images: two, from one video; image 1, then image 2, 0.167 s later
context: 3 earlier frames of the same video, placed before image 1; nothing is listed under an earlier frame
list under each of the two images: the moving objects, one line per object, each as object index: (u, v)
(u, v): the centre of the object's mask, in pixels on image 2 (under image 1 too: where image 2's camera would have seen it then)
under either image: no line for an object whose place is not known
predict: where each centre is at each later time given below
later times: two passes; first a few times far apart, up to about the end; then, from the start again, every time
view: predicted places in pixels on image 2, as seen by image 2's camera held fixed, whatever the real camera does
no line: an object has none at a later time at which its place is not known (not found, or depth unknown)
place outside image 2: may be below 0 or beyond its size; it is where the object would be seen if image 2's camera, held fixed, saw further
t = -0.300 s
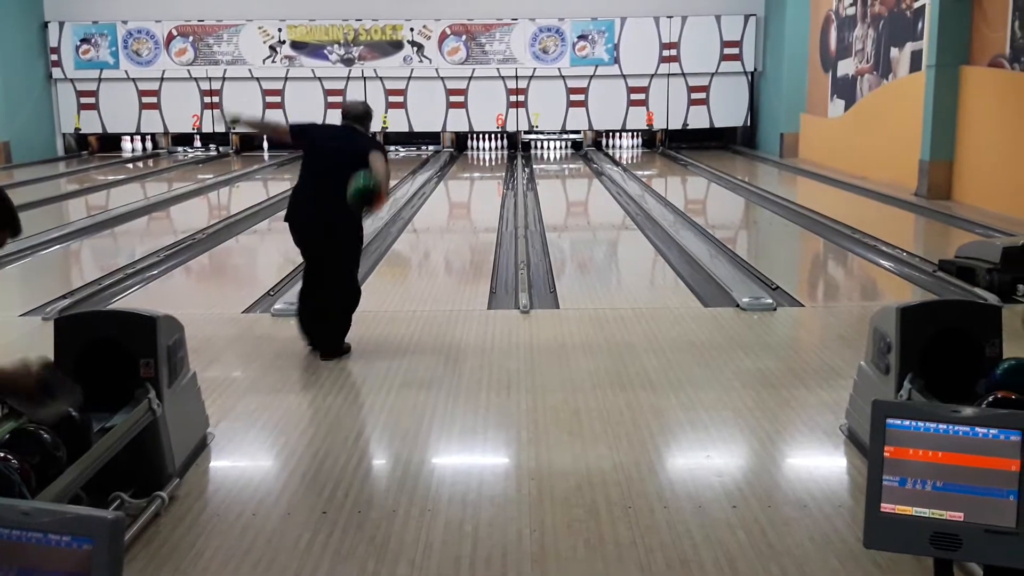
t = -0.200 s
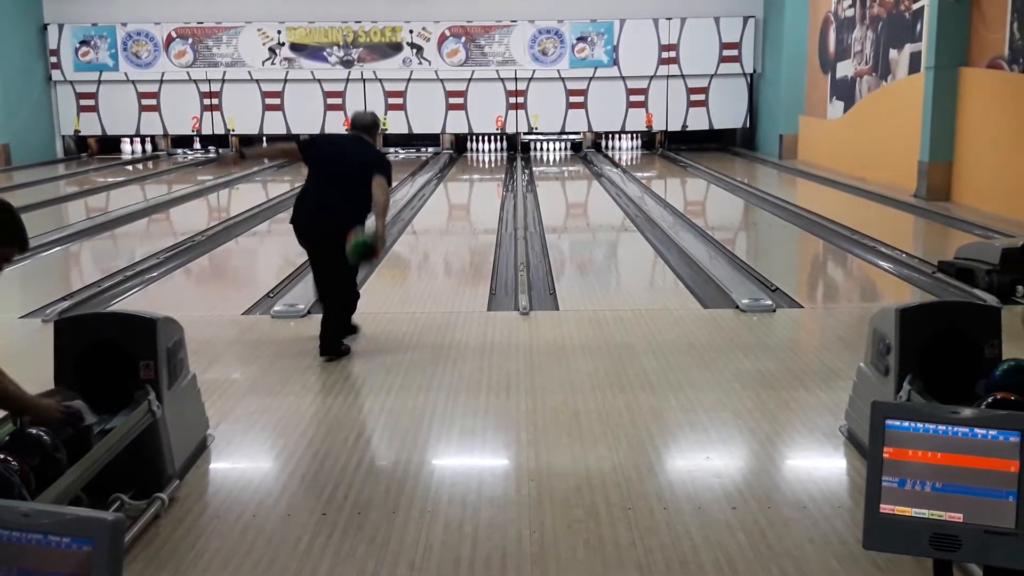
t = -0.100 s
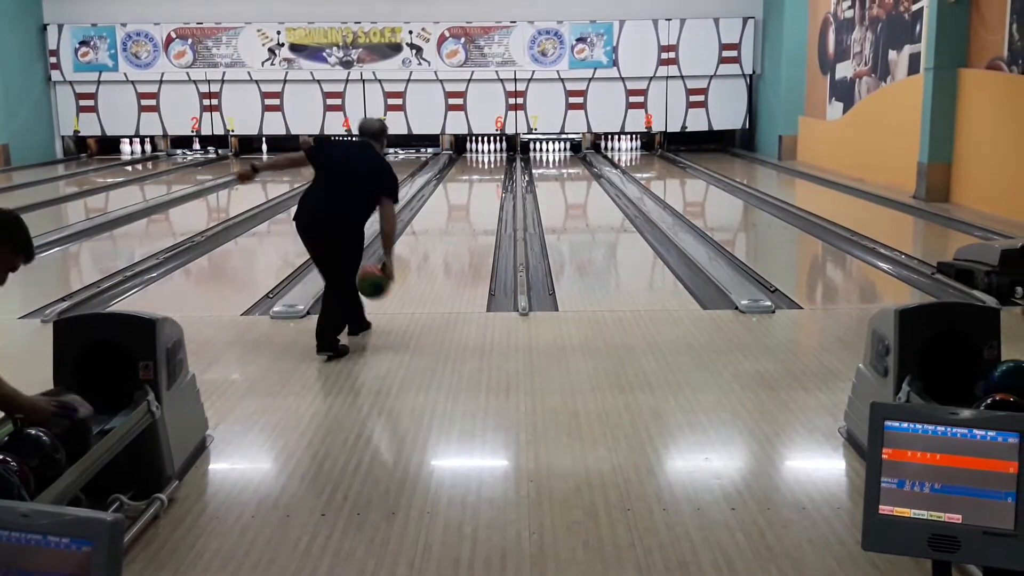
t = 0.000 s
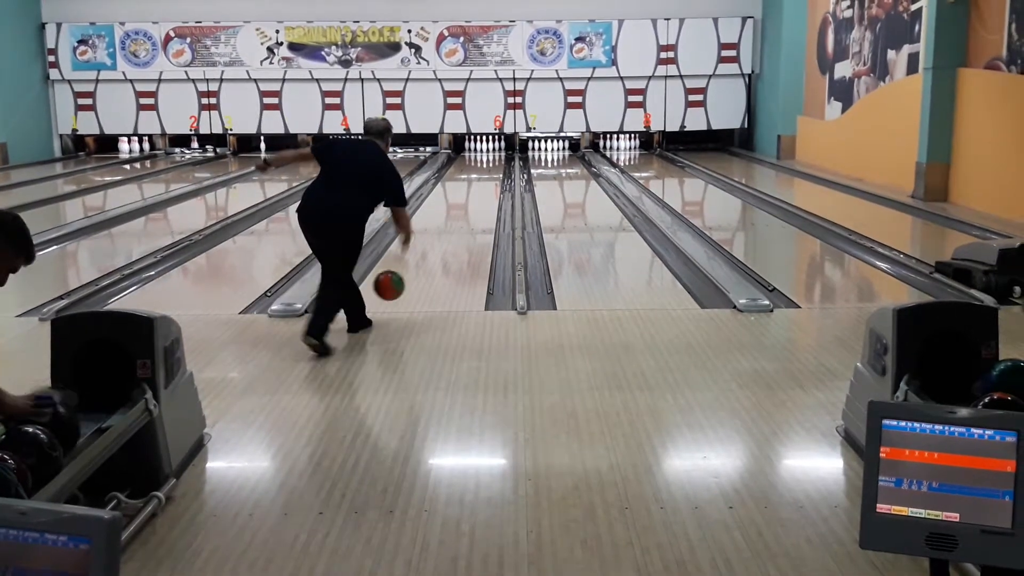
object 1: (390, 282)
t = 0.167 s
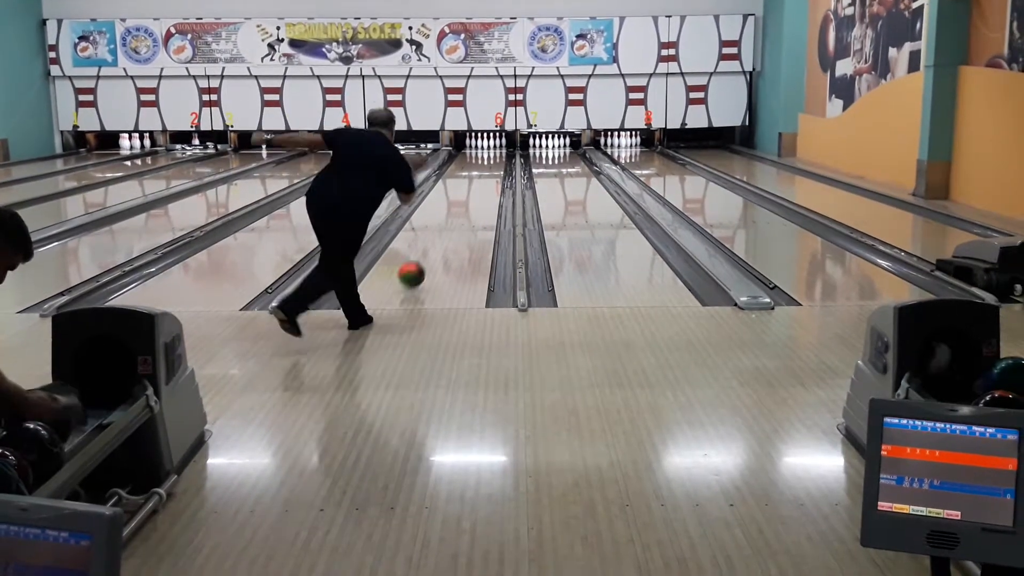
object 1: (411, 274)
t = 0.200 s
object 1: (415, 270)
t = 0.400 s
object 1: (433, 249)
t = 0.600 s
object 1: (447, 230)
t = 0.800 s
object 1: (458, 215)
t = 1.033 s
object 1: (467, 201)
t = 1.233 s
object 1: (474, 191)
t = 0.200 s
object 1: (415, 270)
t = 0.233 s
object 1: (418, 267)
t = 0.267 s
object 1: (422, 264)
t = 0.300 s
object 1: (425, 260)
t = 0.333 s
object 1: (428, 256)
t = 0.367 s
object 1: (430, 253)
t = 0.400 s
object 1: (433, 249)
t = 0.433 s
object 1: (436, 245)
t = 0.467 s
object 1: (438, 242)
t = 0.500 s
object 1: (441, 238)
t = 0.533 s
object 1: (443, 236)
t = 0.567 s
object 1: (445, 232)
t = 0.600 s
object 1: (447, 230)
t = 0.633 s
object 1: (449, 227)
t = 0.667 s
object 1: (451, 224)
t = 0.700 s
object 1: (452, 222)
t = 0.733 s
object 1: (454, 219)
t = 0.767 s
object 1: (456, 217)
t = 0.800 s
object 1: (458, 215)
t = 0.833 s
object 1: (459, 213)
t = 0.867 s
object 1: (461, 210)
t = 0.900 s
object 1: (462, 208)
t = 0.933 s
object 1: (463, 206)
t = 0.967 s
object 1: (465, 204)
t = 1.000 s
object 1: (466, 202)
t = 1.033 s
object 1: (467, 201)
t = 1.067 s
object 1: (468, 199)
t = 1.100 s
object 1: (470, 197)
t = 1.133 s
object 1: (471, 195)
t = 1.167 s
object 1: (472, 194)
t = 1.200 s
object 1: (473, 192)
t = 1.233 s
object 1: (474, 191)
